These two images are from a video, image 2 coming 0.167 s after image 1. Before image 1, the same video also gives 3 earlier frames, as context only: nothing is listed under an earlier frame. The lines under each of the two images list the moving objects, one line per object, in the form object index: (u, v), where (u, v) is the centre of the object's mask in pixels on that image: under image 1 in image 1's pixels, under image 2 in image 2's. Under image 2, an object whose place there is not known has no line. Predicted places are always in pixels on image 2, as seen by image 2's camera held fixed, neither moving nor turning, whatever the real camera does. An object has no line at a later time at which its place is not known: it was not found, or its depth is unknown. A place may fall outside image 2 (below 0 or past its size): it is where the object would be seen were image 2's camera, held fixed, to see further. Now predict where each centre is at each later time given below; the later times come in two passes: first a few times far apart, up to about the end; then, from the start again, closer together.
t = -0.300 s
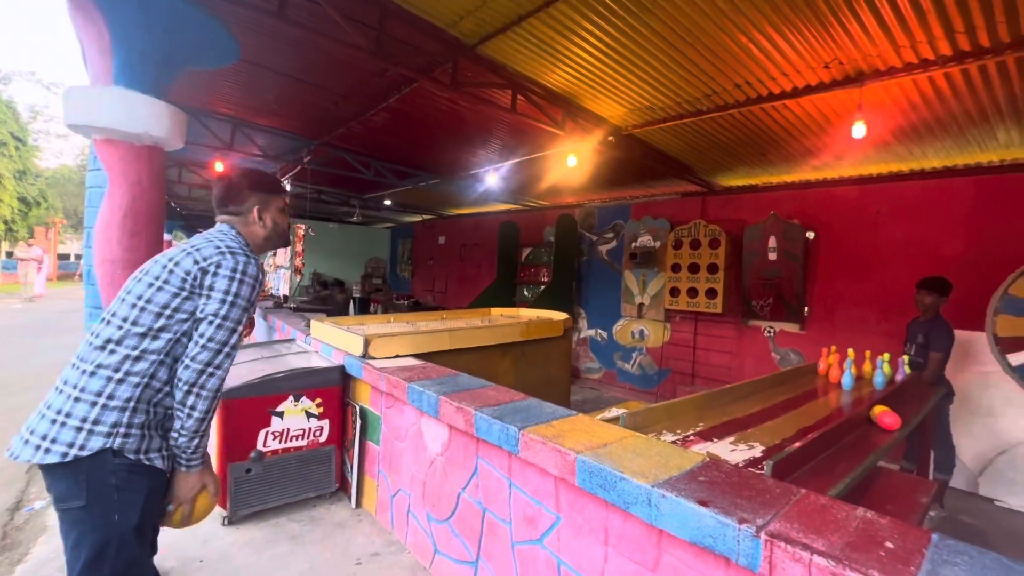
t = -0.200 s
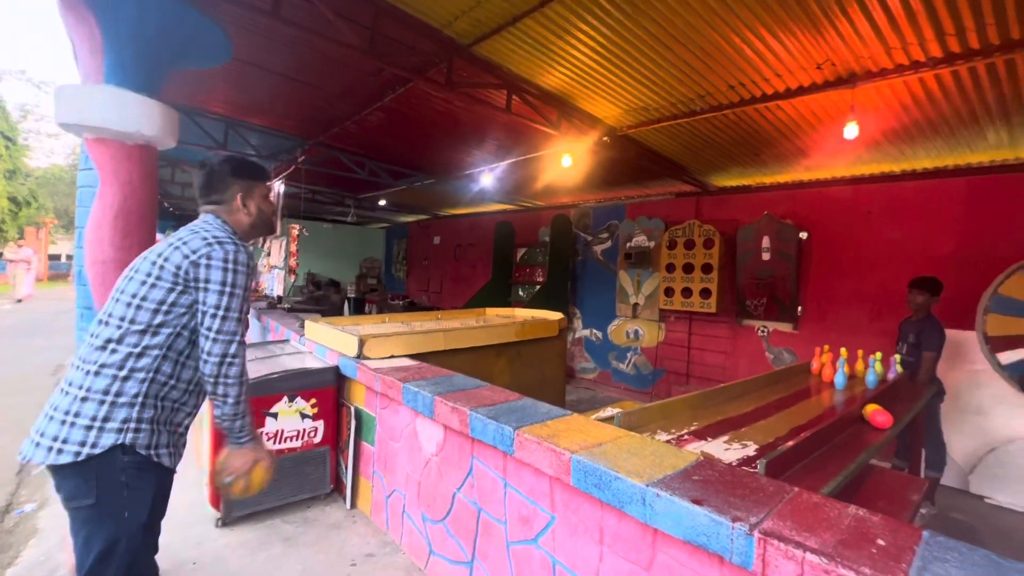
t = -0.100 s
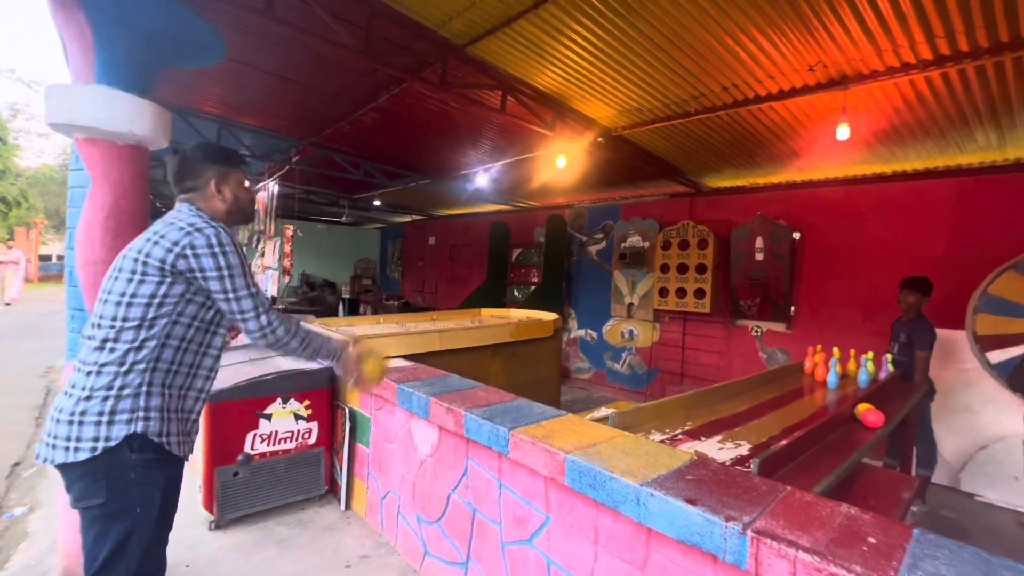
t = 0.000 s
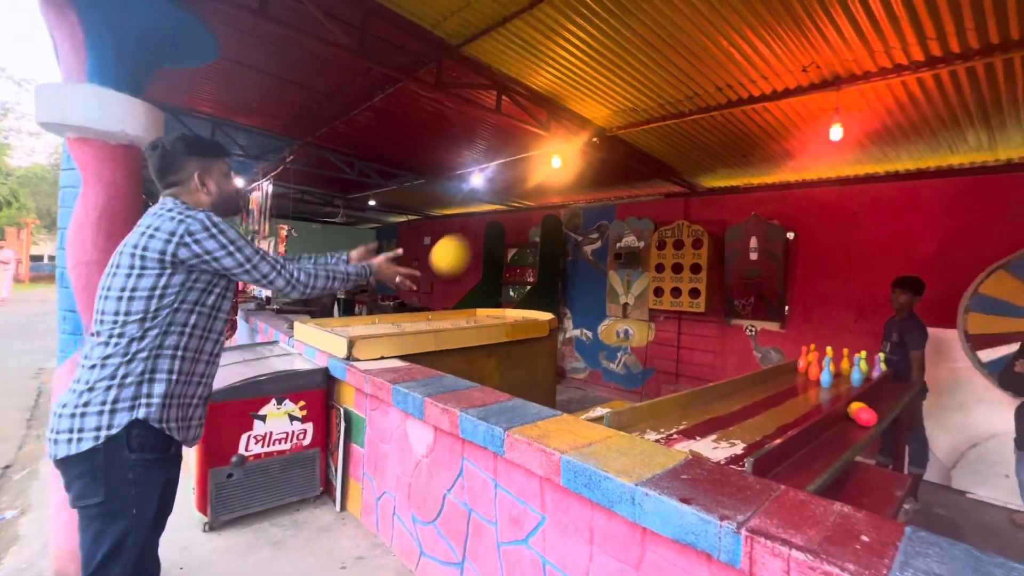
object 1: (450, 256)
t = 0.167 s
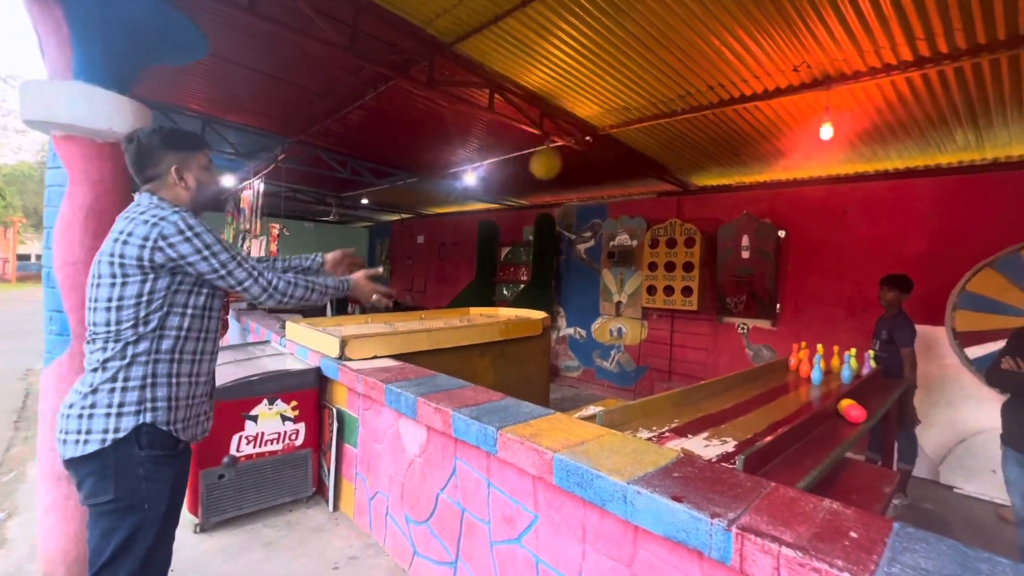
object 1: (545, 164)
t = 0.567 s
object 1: (668, 178)
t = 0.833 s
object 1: (708, 265)
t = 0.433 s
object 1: (639, 151)
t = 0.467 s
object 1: (647, 156)
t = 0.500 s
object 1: (654, 162)
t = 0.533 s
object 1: (662, 169)
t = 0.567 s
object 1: (668, 178)
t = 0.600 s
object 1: (674, 187)
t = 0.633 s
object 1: (680, 197)
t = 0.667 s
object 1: (685, 206)
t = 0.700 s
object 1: (690, 217)
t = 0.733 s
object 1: (695, 227)
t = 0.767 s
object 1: (700, 241)
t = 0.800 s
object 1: (704, 252)
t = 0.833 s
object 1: (708, 265)
